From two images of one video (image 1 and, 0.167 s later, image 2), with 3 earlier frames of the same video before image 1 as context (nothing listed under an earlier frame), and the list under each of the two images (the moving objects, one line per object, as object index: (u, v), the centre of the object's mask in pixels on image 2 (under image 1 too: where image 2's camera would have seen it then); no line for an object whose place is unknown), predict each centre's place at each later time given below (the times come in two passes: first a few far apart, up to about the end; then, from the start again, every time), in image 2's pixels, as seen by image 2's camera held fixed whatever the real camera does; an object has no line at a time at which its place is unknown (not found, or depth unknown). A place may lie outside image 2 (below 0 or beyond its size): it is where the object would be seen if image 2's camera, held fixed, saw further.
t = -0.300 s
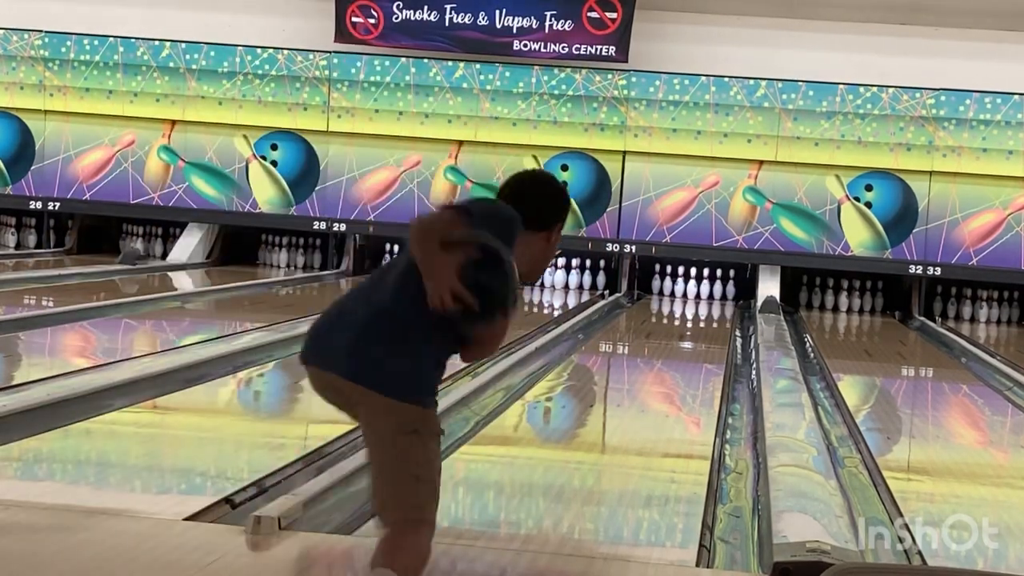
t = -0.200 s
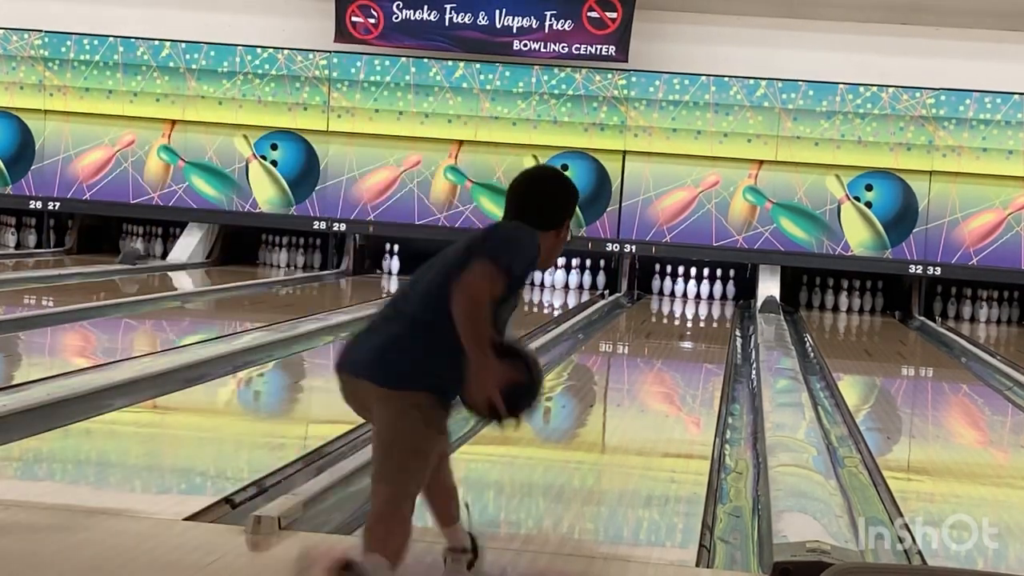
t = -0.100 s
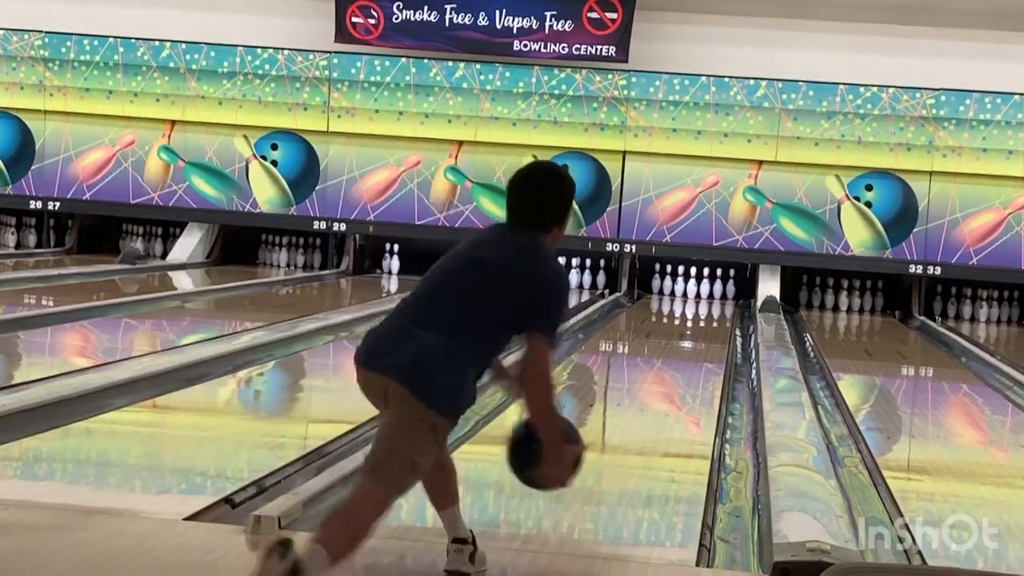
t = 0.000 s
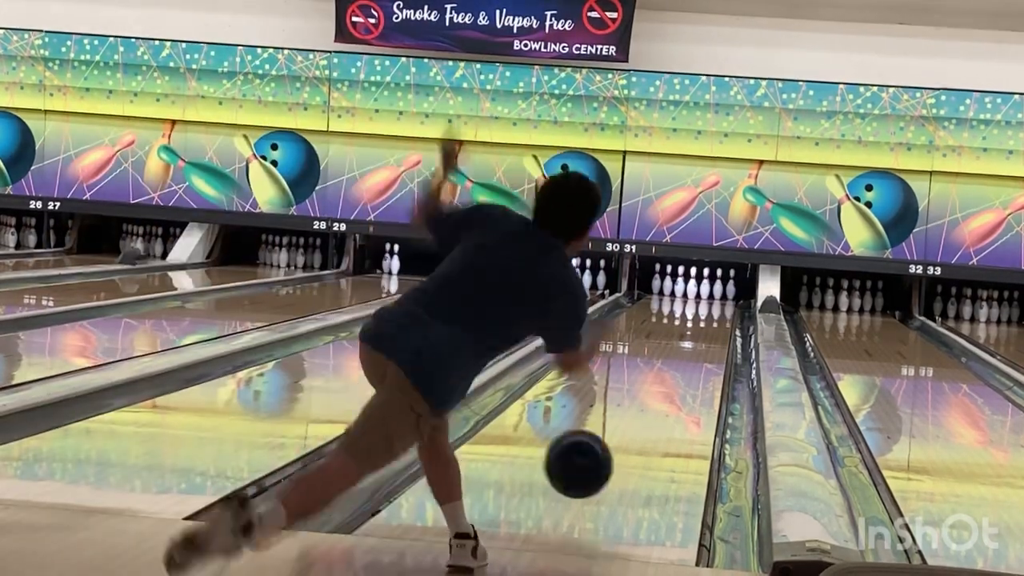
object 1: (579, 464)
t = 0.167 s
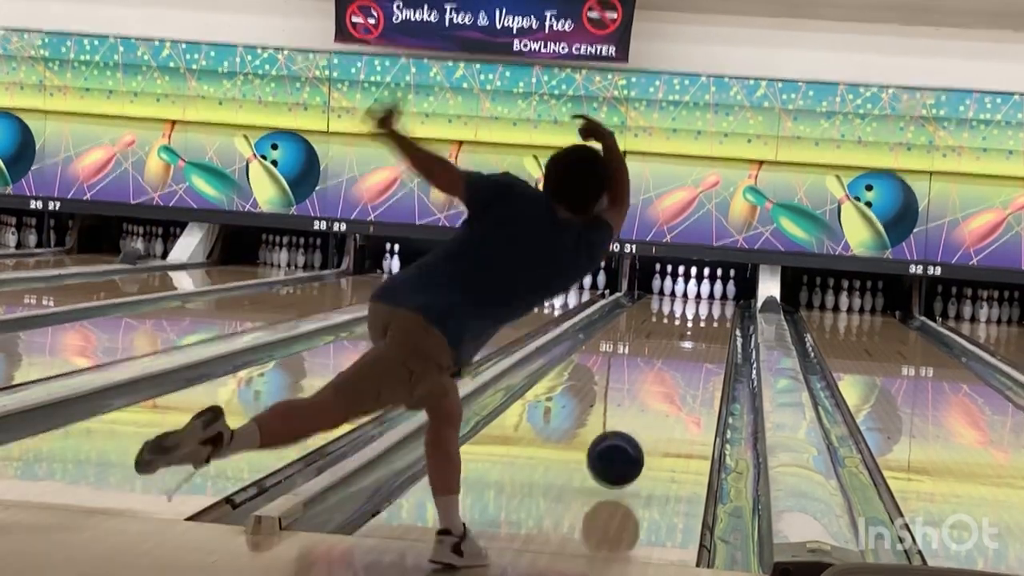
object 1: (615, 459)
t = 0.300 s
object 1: (637, 437)
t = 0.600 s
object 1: (670, 391)
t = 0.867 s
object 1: (688, 365)
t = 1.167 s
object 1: (701, 343)
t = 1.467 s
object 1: (708, 326)
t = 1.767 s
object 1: (709, 313)
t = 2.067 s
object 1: (707, 304)
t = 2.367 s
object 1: (701, 295)
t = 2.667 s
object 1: (693, 290)
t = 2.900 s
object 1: (690, 289)
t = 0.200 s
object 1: (621, 453)
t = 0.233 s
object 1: (626, 449)
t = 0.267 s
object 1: (632, 441)
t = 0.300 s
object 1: (637, 437)
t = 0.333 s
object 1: (641, 430)
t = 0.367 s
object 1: (646, 424)
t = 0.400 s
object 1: (650, 419)
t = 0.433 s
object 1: (654, 413)
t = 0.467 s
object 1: (658, 409)
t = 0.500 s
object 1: (661, 404)
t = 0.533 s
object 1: (664, 400)
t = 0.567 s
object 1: (667, 395)
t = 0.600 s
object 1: (670, 391)
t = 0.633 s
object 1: (673, 387)
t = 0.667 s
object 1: (676, 383)
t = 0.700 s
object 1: (678, 380)
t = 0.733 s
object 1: (680, 377)
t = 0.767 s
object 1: (682, 373)
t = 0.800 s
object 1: (684, 371)
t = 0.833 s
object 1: (686, 368)
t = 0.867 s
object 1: (688, 365)
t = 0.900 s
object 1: (690, 361)
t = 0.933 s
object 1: (692, 358)
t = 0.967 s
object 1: (693, 356)
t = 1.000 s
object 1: (695, 354)
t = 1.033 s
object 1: (696, 352)
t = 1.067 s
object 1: (697, 349)
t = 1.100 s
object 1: (698, 347)
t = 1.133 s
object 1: (700, 345)
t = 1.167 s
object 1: (701, 343)
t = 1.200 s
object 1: (702, 341)
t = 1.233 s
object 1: (703, 339)
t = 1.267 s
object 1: (704, 337)
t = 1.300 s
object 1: (705, 335)
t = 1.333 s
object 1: (705, 333)
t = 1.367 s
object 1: (706, 331)
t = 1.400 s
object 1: (707, 330)
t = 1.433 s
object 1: (707, 328)
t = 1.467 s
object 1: (708, 326)
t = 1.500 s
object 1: (708, 325)
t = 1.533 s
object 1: (708, 323)
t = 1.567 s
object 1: (708, 322)
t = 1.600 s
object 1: (709, 320)
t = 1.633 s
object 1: (709, 319)
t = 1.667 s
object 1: (709, 317)
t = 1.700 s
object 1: (709, 316)
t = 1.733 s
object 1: (709, 315)
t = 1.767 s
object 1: (709, 313)
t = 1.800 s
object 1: (709, 312)
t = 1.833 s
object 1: (709, 311)
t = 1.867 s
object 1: (709, 310)
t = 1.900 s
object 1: (709, 309)
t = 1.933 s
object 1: (709, 308)
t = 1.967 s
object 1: (708, 307)
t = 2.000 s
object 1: (708, 305)
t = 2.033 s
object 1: (708, 305)
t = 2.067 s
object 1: (707, 304)
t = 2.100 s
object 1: (706, 303)
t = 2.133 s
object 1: (706, 301)
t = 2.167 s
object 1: (705, 300)
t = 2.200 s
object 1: (705, 300)
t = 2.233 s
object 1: (704, 299)
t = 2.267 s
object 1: (704, 298)
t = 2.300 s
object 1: (703, 297)
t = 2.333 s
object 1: (702, 296)
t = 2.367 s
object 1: (701, 295)
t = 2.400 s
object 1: (700, 295)
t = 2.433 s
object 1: (700, 294)
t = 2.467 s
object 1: (697, 293)
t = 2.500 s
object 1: (696, 292)
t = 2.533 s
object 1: (696, 291)
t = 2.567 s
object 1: (695, 291)
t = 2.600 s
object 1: (696, 290)
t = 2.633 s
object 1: (695, 290)
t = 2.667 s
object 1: (693, 290)
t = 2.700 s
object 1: (691, 289)
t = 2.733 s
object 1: (689, 288)
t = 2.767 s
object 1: (689, 288)
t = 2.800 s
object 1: (689, 288)
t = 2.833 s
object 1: (686, 288)
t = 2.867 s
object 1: (686, 289)
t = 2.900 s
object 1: (690, 289)
